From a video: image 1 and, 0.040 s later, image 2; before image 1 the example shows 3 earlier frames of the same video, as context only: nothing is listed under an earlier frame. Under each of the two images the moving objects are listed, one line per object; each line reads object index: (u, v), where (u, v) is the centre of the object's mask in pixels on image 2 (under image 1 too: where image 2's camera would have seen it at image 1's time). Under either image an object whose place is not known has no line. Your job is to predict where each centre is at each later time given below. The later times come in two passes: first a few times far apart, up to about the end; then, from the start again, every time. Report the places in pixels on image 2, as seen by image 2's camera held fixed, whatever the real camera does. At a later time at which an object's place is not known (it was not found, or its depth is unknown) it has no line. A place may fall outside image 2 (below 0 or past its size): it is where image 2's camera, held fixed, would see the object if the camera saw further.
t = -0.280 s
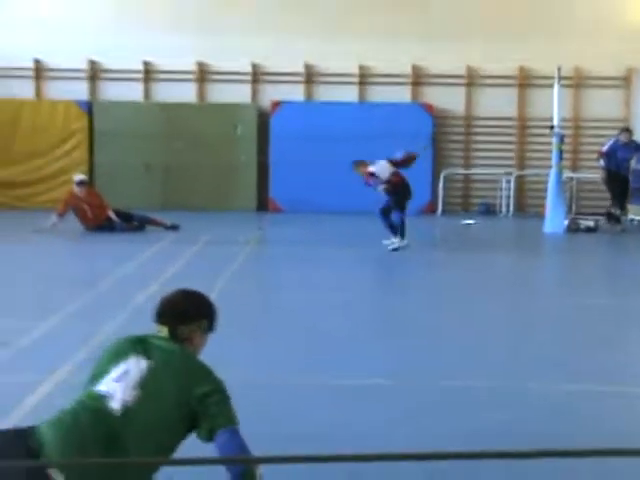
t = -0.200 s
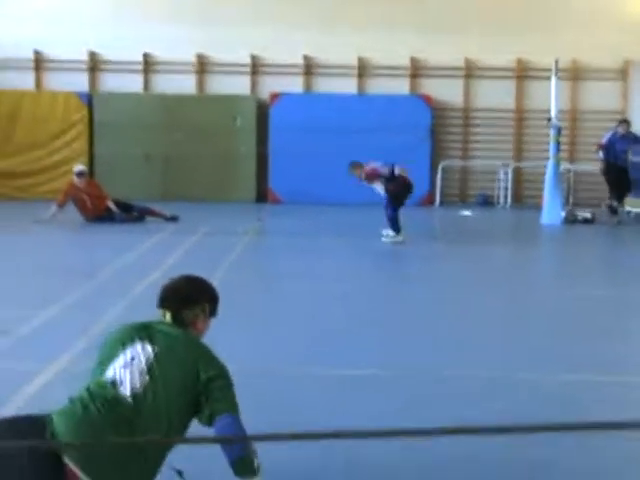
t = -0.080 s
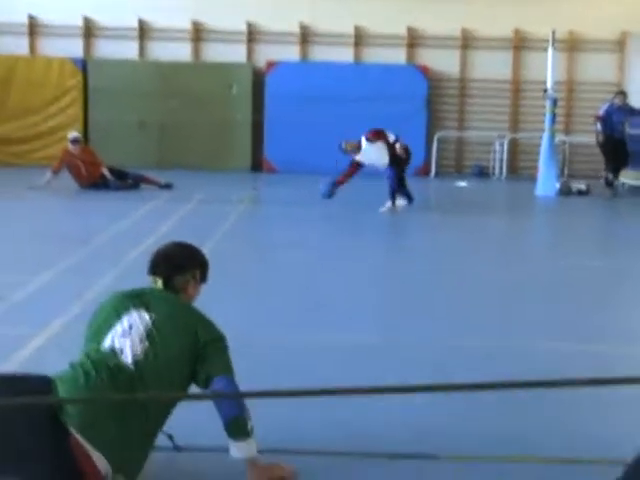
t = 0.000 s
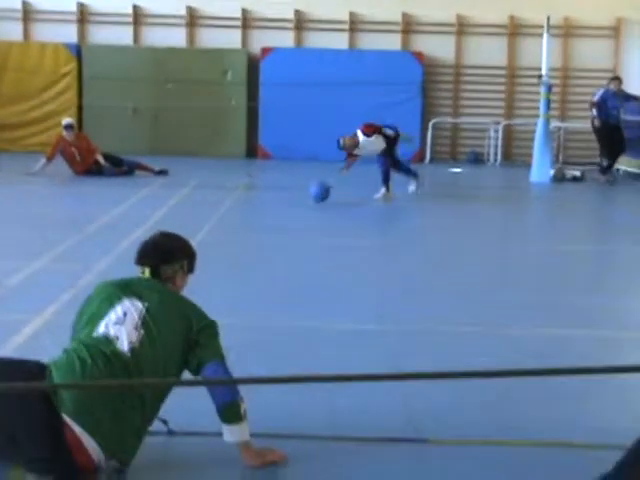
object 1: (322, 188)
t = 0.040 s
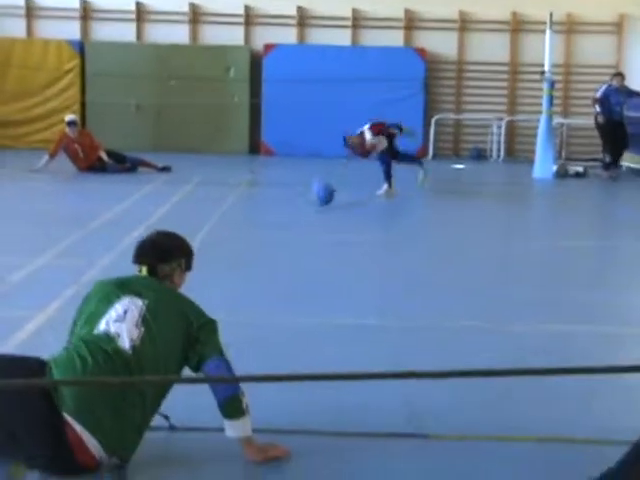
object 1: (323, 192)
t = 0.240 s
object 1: (326, 222)
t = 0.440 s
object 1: (322, 250)
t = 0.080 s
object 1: (325, 194)
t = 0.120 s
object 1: (325, 198)
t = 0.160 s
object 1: (325, 203)
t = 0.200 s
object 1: (325, 210)
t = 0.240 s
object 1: (326, 222)
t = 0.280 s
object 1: (325, 224)
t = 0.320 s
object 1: (325, 229)
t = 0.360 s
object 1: (324, 237)
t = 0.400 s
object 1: (324, 247)
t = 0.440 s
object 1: (322, 250)
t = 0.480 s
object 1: (320, 256)
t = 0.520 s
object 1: (319, 264)
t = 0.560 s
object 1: (317, 276)
